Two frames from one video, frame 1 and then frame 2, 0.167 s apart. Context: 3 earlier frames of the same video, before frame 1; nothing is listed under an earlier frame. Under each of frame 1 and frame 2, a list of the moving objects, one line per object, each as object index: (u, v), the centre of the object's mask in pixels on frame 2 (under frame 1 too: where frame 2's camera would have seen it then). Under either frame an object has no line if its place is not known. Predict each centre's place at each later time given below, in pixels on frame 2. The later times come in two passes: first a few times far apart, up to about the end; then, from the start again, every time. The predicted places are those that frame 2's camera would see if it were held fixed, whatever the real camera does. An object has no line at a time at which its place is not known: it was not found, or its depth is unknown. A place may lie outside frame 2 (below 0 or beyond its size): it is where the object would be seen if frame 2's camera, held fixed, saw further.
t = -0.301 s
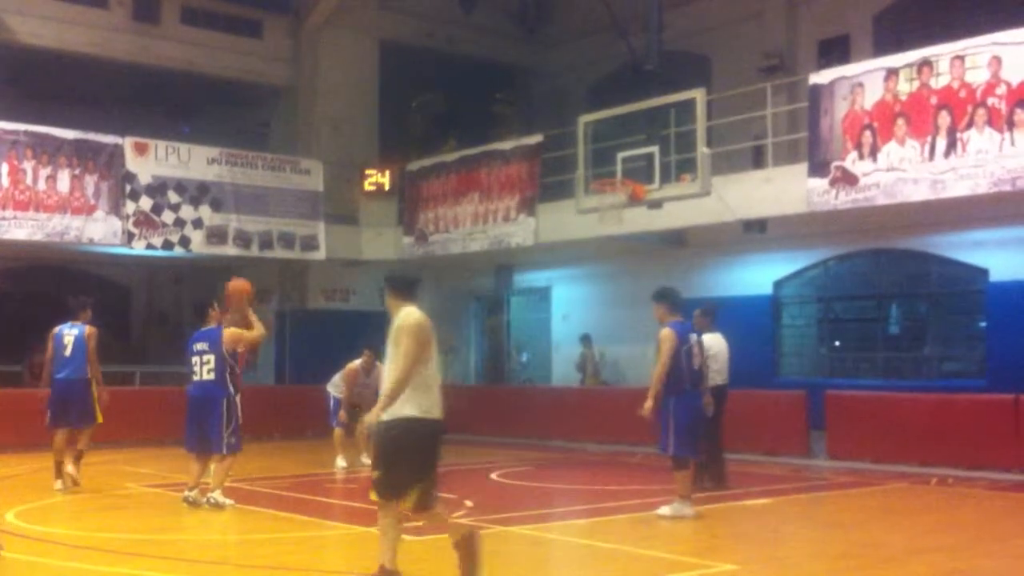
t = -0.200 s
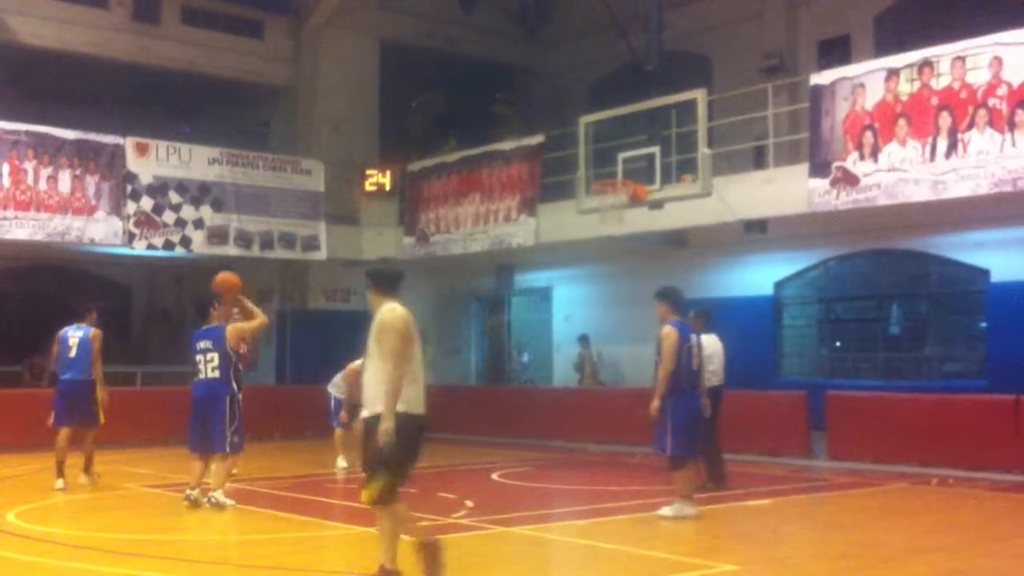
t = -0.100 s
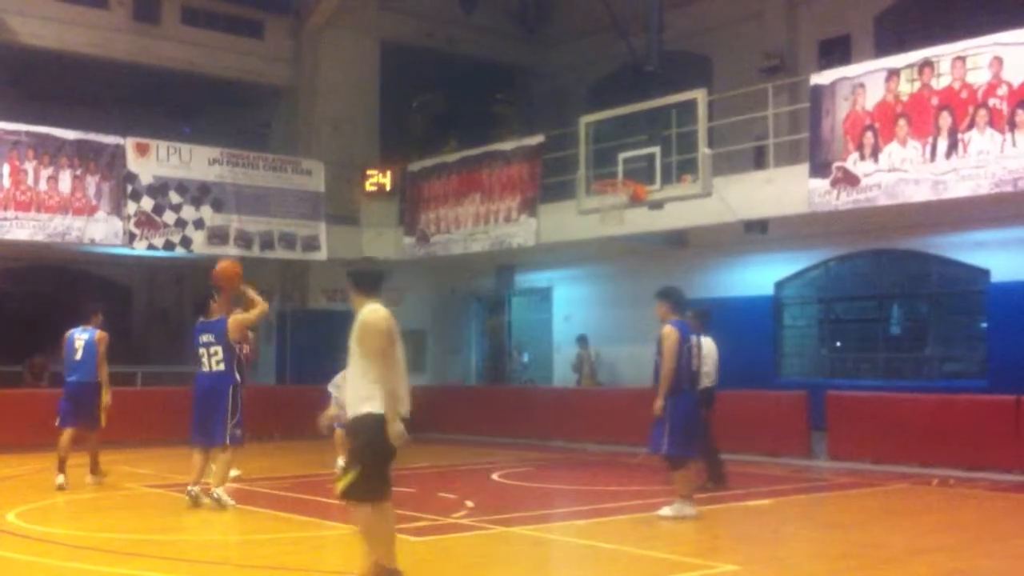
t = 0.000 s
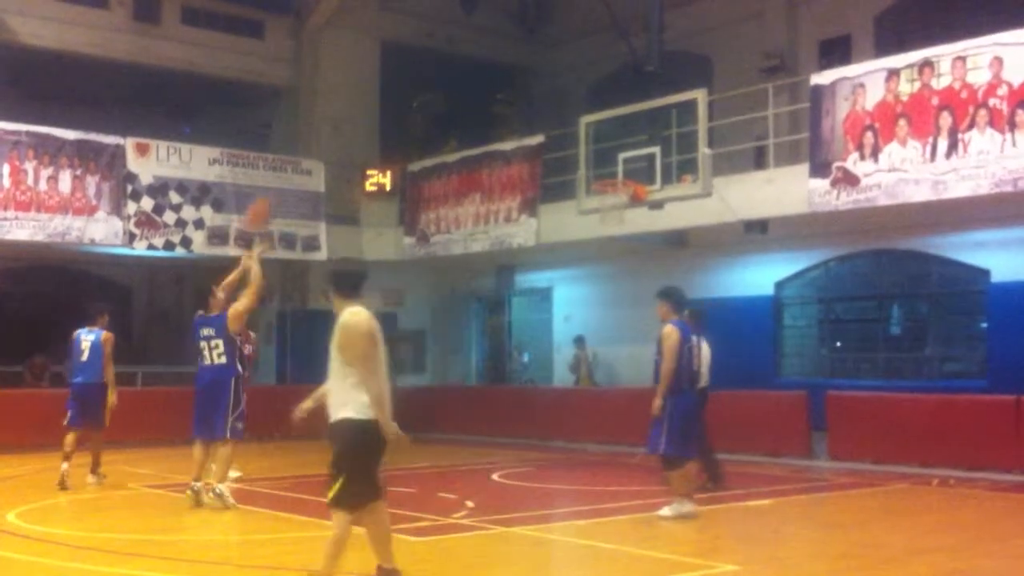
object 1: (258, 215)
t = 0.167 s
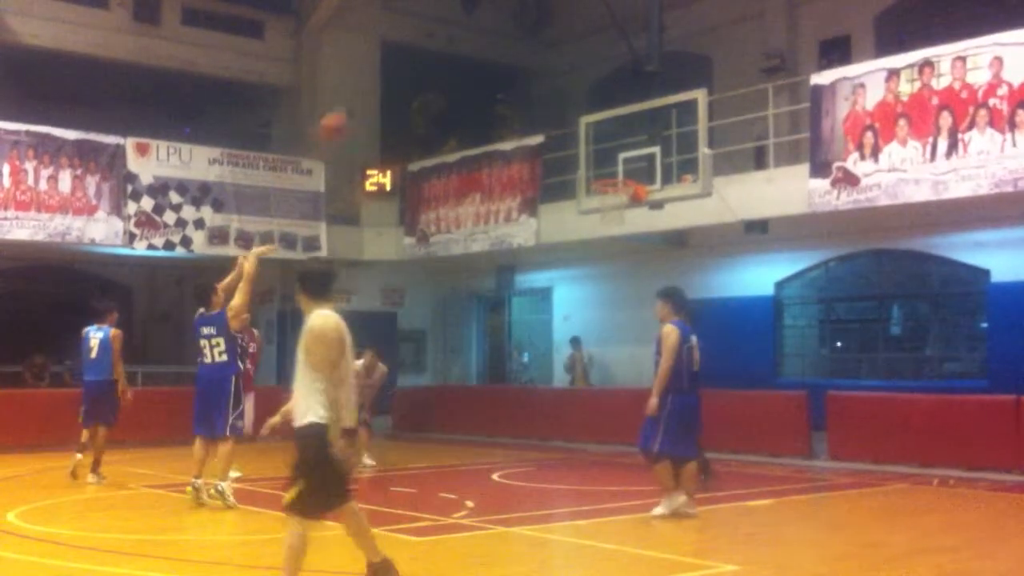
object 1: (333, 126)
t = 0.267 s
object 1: (371, 91)
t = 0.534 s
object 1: (466, 63)
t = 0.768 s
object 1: (537, 91)
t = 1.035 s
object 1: (608, 181)
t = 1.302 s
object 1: (627, 217)
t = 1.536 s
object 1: (624, 264)
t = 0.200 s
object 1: (344, 115)
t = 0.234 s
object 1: (350, 110)
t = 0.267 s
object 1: (371, 91)
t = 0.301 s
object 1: (384, 86)
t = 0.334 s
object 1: (396, 79)
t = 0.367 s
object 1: (408, 73)
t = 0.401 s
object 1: (420, 69)
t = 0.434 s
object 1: (432, 66)
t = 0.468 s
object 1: (444, 64)
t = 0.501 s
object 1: (455, 63)
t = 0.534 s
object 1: (466, 63)
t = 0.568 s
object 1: (477, 64)
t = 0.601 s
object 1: (488, 67)
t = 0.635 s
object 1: (498, 69)
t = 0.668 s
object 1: (509, 74)
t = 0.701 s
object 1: (518, 80)
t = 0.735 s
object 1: (528, 86)
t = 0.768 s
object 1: (537, 91)
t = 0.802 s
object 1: (548, 101)
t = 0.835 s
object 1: (557, 110)
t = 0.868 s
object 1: (565, 118)
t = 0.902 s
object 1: (575, 128)
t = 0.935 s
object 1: (585, 140)
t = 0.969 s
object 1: (596, 153)
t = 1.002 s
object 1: (604, 167)
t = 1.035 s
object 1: (608, 181)
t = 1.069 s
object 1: (620, 199)
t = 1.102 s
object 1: (627, 207)
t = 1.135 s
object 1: (629, 208)
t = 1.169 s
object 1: (629, 208)
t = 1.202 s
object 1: (629, 208)
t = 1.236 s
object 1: (628, 208)
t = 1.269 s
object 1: (628, 211)
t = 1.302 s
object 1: (627, 217)
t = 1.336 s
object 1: (627, 219)
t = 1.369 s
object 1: (626, 224)
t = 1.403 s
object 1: (625, 228)
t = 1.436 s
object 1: (623, 236)
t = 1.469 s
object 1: (624, 244)
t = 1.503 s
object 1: (625, 251)
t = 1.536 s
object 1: (624, 264)
